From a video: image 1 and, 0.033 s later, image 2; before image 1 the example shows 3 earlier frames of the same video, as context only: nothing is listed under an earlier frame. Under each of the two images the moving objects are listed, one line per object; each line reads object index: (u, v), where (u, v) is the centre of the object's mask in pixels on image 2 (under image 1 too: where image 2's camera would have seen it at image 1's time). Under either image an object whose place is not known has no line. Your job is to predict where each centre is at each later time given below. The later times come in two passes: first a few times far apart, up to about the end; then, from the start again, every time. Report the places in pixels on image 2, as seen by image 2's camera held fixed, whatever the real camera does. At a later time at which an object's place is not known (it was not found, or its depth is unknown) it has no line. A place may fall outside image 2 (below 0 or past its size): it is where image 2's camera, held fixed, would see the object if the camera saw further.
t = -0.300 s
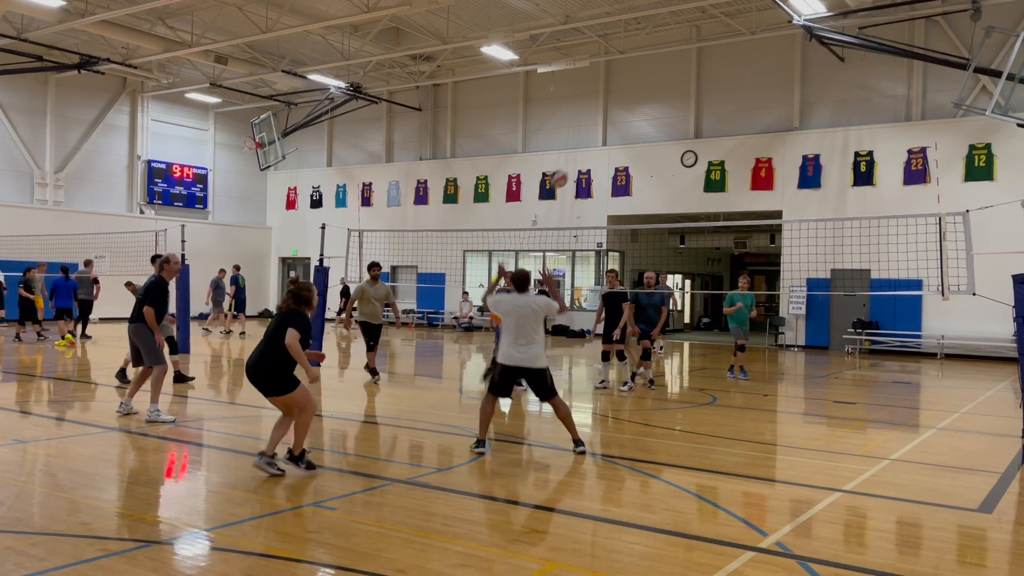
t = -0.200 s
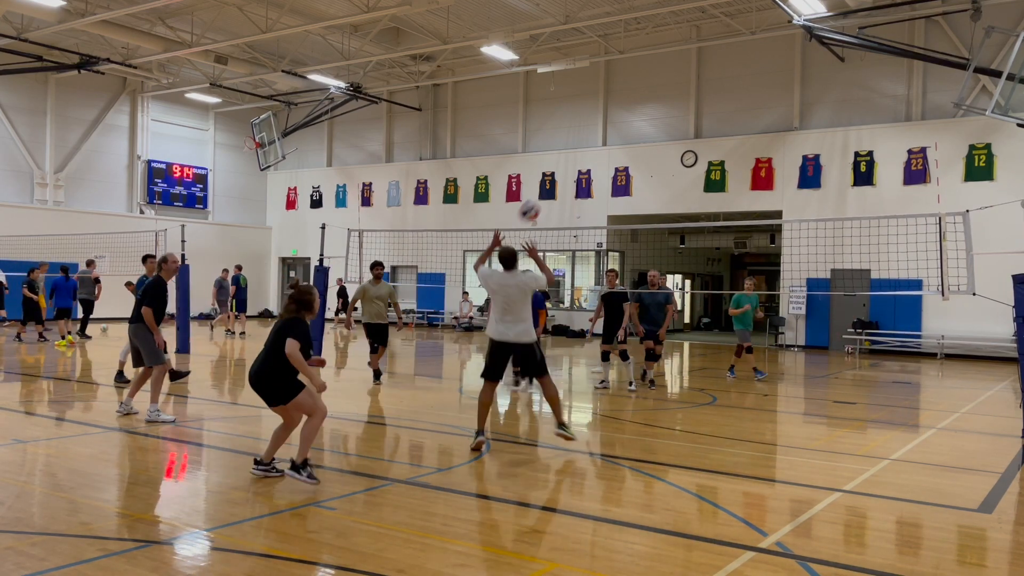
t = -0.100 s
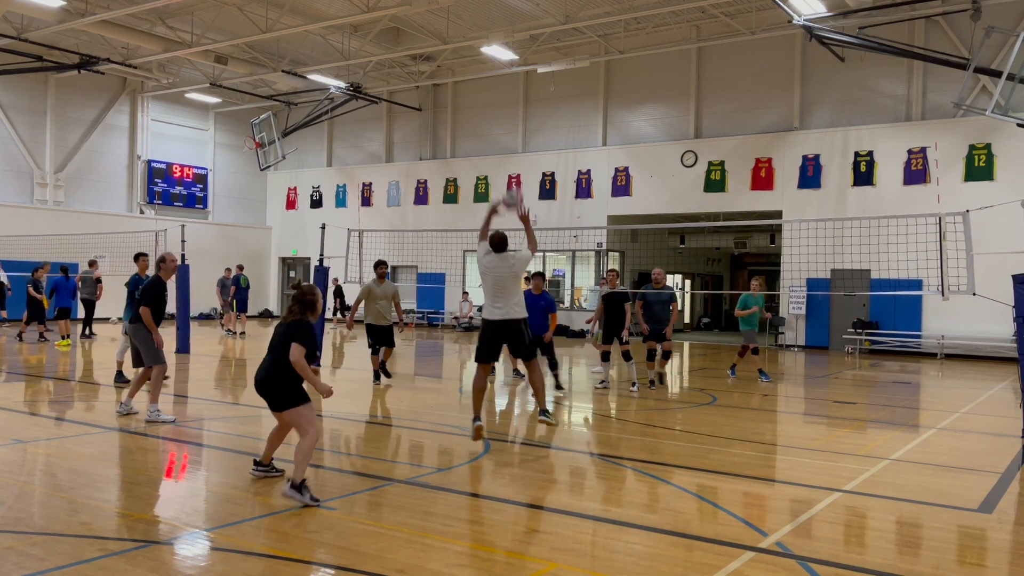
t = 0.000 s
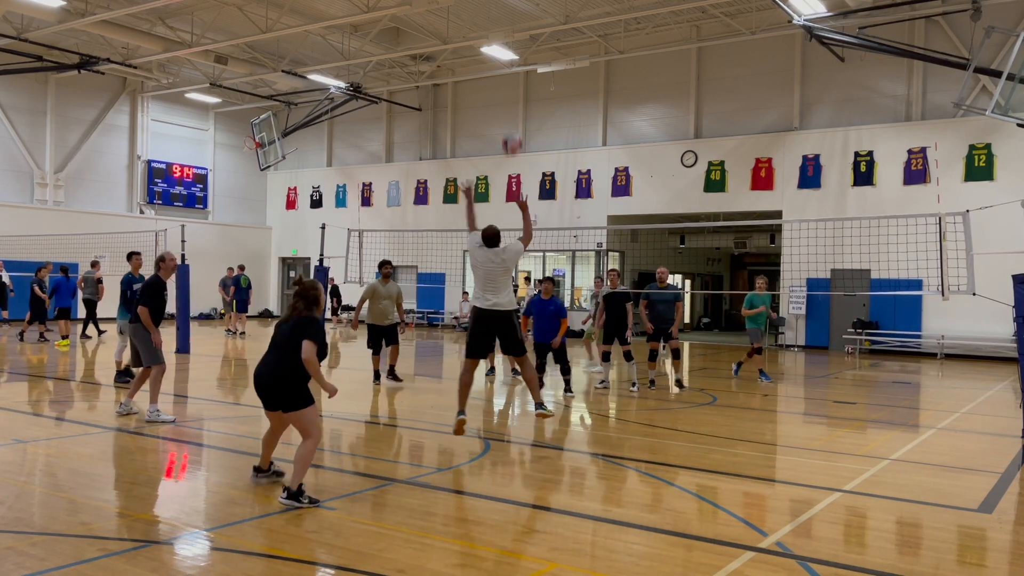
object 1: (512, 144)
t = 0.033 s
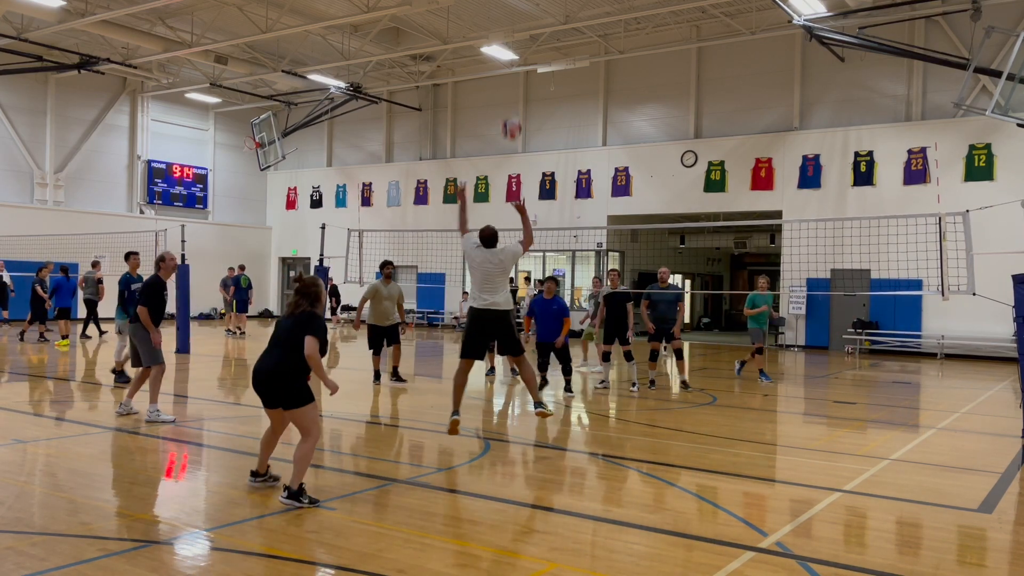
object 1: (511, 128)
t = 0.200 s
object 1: (508, 69)
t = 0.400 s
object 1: (504, 36)
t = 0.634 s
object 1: (498, 48)
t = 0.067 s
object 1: (511, 113)
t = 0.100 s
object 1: (510, 99)
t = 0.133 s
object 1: (509, 88)
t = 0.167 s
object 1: (508, 78)
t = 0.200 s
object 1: (508, 69)
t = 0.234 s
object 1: (508, 60)
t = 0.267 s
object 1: (507, 54)
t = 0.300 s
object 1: (506, 47)
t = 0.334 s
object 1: (505, 42)
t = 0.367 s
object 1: (504, 38)
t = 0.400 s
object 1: (504, 36)
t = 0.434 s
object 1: (503, 35)
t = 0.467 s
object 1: (502, 35)
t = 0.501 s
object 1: (501, 35)
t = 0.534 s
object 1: (501, 36)
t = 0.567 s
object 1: (500, 39)
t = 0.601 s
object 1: (499, 43)
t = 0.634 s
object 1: (498, 48)
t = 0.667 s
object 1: (497, 53)
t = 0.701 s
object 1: (496, 61)
